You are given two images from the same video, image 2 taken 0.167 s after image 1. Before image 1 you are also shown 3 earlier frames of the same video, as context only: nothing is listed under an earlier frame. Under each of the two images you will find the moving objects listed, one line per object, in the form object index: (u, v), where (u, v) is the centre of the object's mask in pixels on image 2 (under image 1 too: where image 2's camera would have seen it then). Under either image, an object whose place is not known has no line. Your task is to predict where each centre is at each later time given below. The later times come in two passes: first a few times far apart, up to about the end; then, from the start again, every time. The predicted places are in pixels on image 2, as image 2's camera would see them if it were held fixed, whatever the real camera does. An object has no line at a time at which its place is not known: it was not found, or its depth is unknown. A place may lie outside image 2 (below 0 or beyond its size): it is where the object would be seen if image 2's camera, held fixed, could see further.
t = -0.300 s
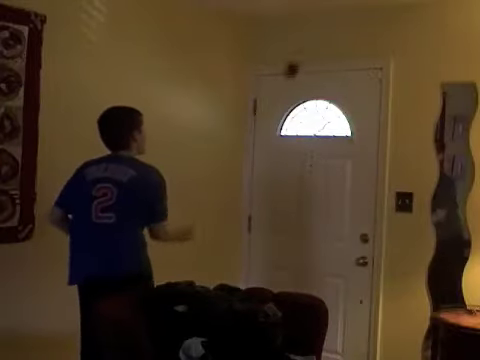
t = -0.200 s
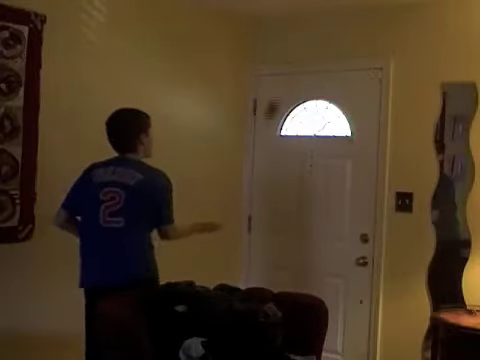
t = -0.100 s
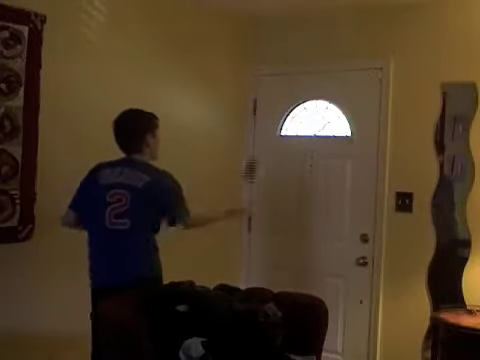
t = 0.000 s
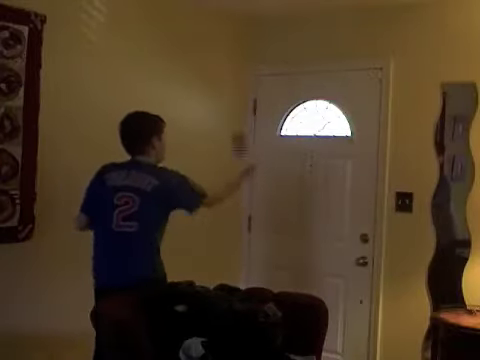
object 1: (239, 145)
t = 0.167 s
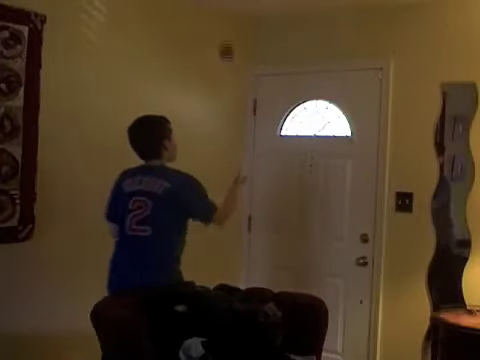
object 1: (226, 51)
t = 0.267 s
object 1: (217, 23)
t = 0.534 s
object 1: (190, 31)
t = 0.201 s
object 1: (224, 41)
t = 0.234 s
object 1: (220, 31)
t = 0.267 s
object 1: (217, 23)
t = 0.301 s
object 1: (214, 18)
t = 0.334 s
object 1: (211, 14)
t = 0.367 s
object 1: (207, 12)
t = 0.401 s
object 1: (203, 12)
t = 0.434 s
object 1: (200, 15)
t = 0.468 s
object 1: (197, 19)
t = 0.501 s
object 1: (193, 24)
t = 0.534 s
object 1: (190, 31)
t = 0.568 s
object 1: (186, 40)
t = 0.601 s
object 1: (182, 50)
